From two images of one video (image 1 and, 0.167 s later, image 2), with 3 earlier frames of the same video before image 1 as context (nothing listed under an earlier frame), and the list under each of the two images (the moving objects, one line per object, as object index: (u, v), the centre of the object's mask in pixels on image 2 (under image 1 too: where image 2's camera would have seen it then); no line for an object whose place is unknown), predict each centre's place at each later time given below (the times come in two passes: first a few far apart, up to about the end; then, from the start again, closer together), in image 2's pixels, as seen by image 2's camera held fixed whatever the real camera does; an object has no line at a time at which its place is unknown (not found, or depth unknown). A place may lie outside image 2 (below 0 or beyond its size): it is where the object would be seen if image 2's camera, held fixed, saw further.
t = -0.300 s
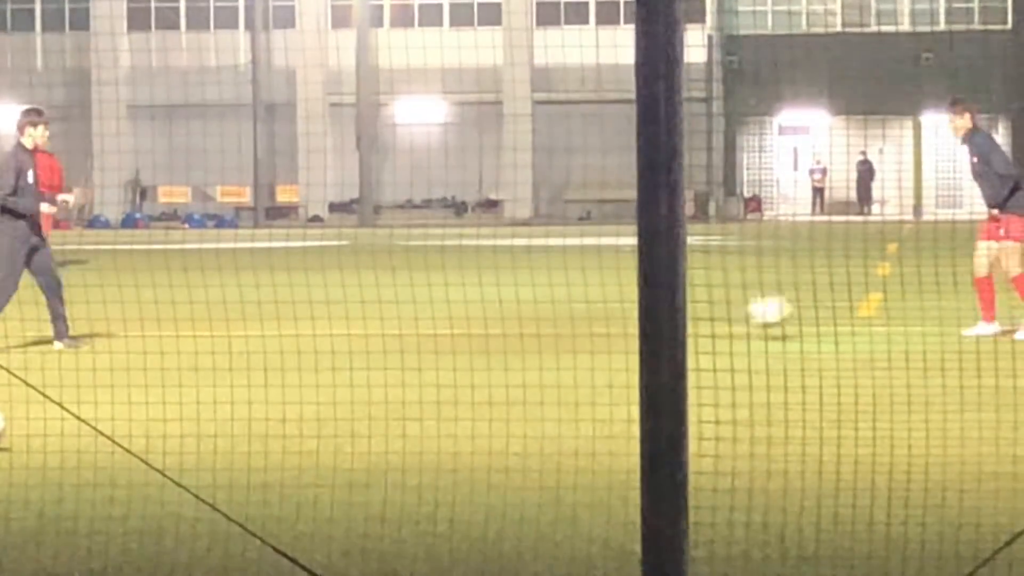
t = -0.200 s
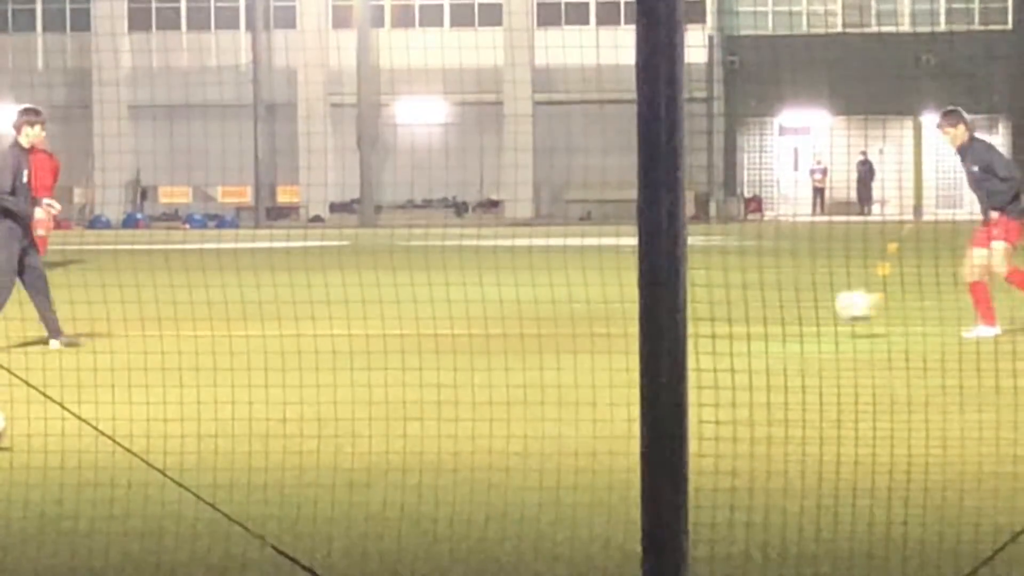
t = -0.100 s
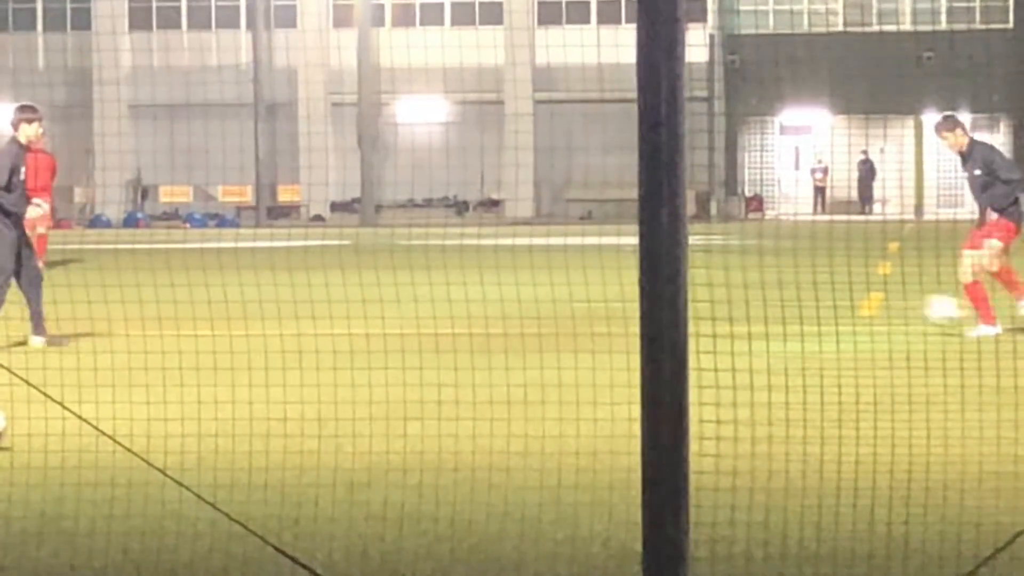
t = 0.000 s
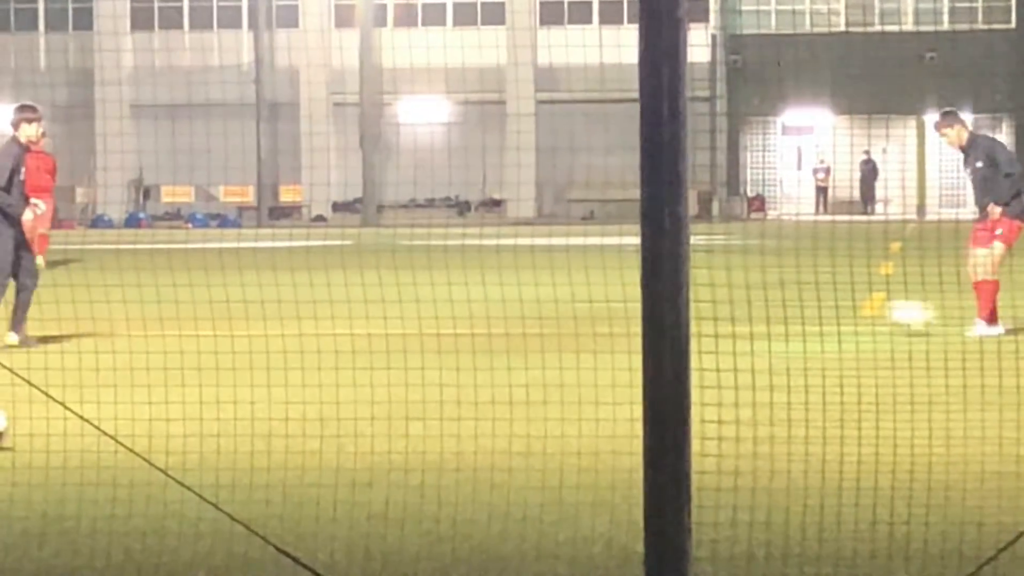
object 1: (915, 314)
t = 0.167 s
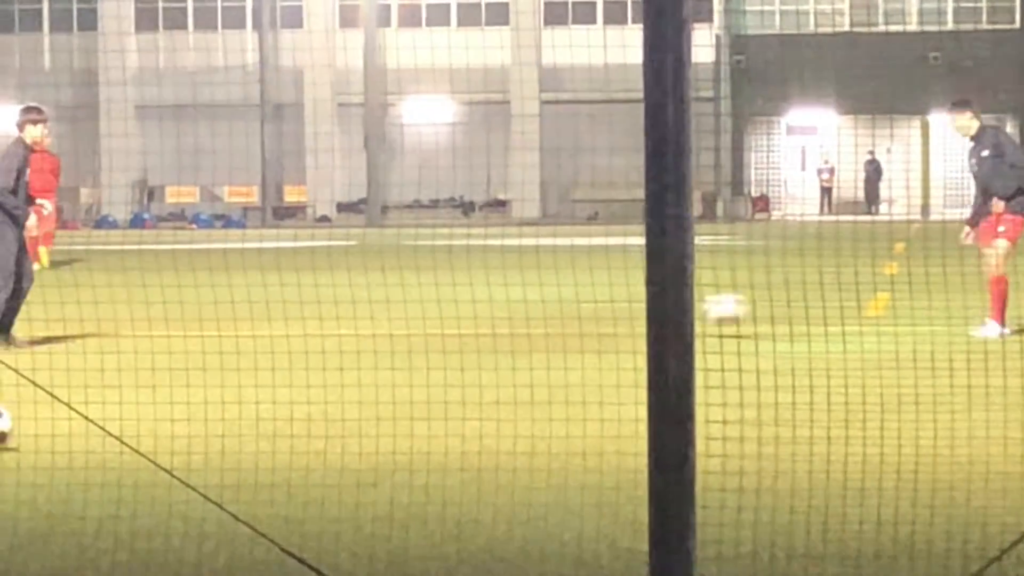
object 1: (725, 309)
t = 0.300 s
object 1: (586, 321)
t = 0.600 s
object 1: (336, 325)
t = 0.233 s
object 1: (639, 318)
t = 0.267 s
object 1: (615, 323)
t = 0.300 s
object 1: (586, 321)
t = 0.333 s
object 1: (558, 316)
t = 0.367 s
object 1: (527, 313)
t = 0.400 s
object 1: (500, 311)
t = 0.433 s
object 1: (472, 311)
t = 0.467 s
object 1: (444, 312)
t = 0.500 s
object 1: (416, 316)
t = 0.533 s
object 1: (390, 321)
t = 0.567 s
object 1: (362, 327)
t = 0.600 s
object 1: (336, 325)
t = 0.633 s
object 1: (311, 322)
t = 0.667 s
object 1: (286, 319)
